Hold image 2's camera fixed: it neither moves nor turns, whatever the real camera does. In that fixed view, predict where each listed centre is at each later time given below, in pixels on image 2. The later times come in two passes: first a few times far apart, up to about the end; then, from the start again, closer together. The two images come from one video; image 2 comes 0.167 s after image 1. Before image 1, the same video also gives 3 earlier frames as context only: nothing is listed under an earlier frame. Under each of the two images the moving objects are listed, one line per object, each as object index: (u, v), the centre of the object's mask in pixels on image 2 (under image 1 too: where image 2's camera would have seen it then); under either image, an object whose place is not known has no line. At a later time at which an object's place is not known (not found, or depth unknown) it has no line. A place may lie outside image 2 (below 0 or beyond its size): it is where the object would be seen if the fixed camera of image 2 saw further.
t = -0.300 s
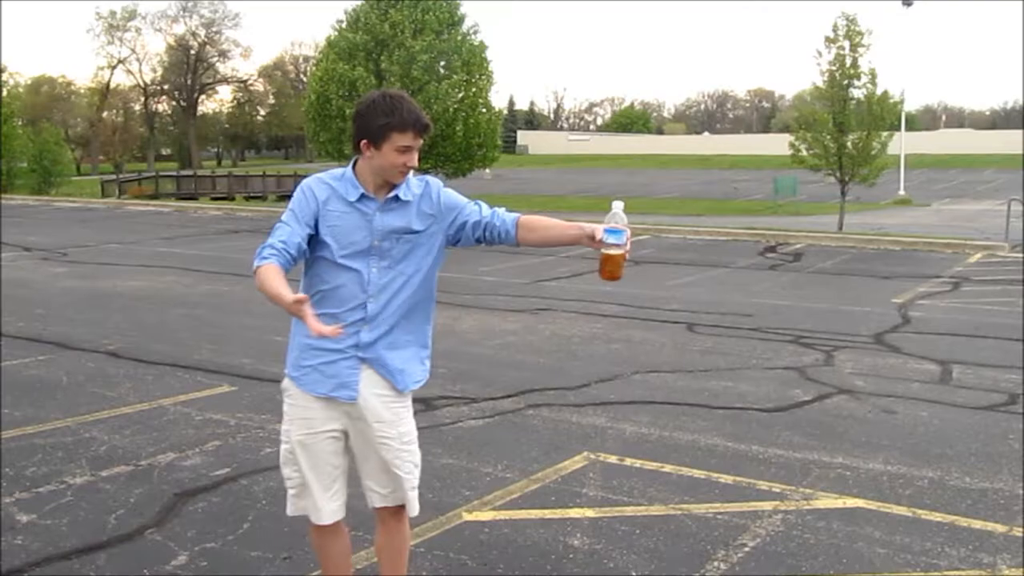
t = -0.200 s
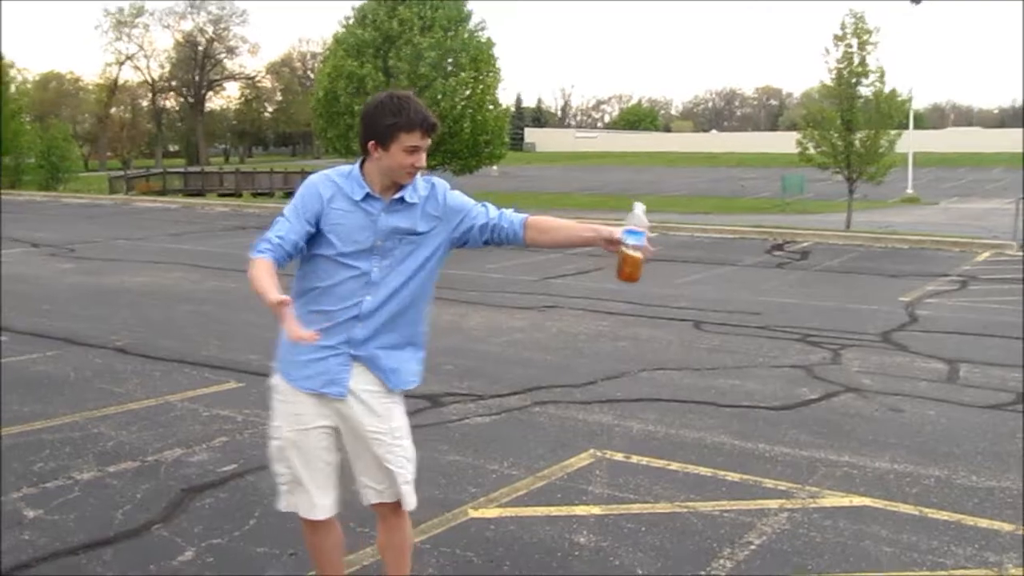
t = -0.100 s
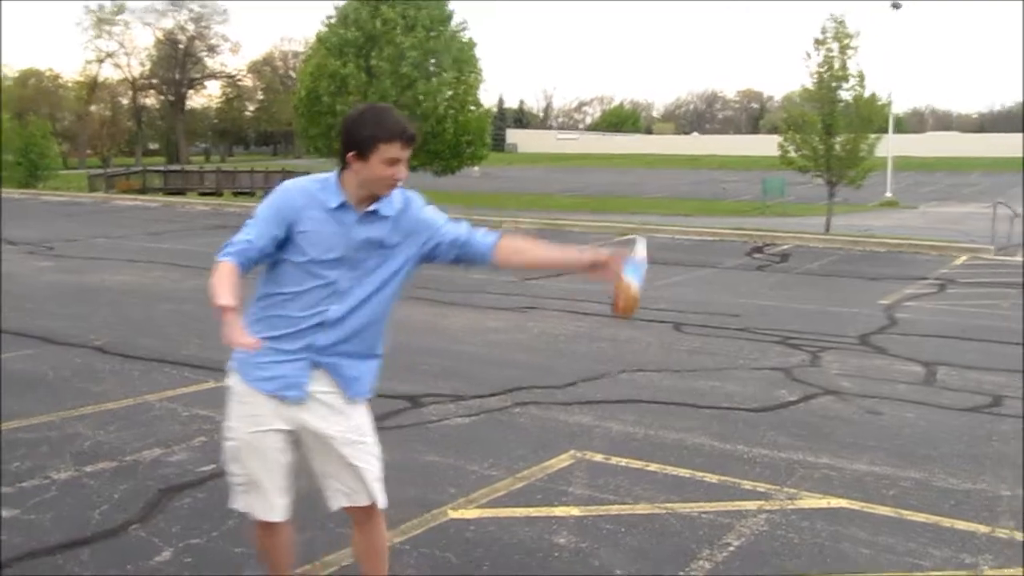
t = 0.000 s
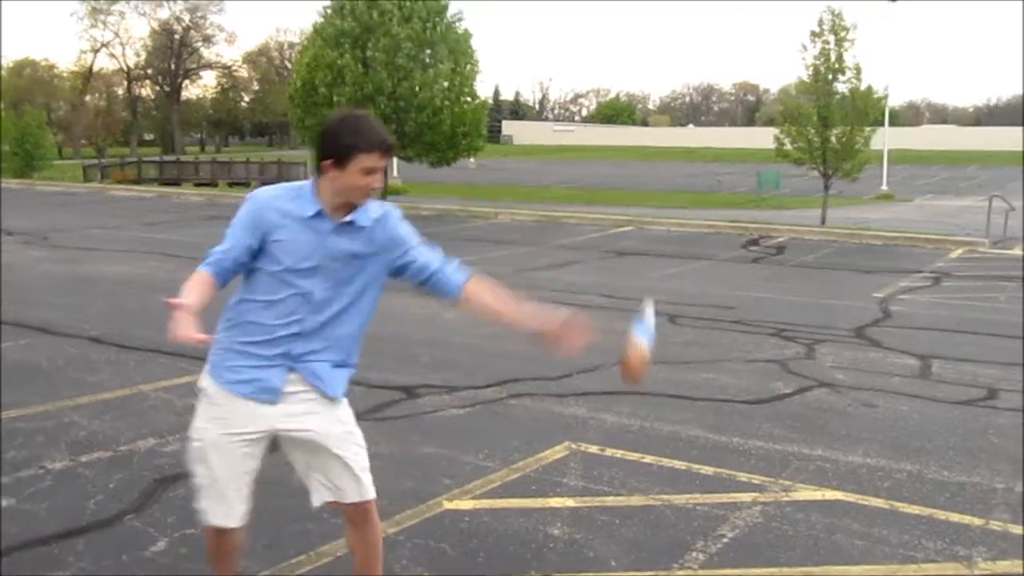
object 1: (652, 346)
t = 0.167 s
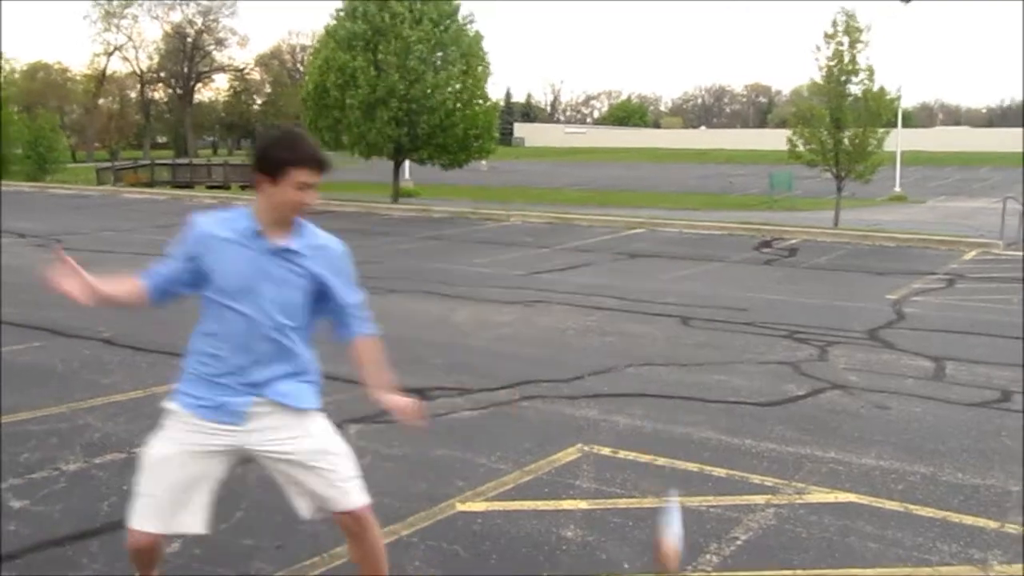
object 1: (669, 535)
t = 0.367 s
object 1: (712, 576)
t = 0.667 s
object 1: (785, 574)
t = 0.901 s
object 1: (825, 586)
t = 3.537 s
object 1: (924, 465)
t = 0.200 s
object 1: (674, 560)
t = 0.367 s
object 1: (712, 576)
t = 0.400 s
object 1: (724, 573)
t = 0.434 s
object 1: (732, 569)
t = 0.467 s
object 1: (739, 563)
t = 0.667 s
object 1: (785, 574)
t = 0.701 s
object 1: (790, 585)
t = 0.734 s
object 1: (796, 593)
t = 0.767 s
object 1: (801, 595)
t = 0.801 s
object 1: (809, 593)
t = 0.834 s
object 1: (816, 591)
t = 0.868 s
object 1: (820, 589)
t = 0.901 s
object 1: (825, 586)
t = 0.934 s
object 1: (829, 583)
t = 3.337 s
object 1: (923, 472)
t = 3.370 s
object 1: (923, 471)
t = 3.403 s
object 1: (924, 470)
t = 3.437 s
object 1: (925, 469)
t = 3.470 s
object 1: (924, 468)
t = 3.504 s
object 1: (924, 468)
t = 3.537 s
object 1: (924, 465)
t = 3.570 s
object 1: (924, 465)
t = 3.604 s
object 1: (925, 465)
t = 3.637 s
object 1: (925, 464)
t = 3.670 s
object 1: (925, 463)
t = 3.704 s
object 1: (926, 462)
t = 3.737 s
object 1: (925, 461)
